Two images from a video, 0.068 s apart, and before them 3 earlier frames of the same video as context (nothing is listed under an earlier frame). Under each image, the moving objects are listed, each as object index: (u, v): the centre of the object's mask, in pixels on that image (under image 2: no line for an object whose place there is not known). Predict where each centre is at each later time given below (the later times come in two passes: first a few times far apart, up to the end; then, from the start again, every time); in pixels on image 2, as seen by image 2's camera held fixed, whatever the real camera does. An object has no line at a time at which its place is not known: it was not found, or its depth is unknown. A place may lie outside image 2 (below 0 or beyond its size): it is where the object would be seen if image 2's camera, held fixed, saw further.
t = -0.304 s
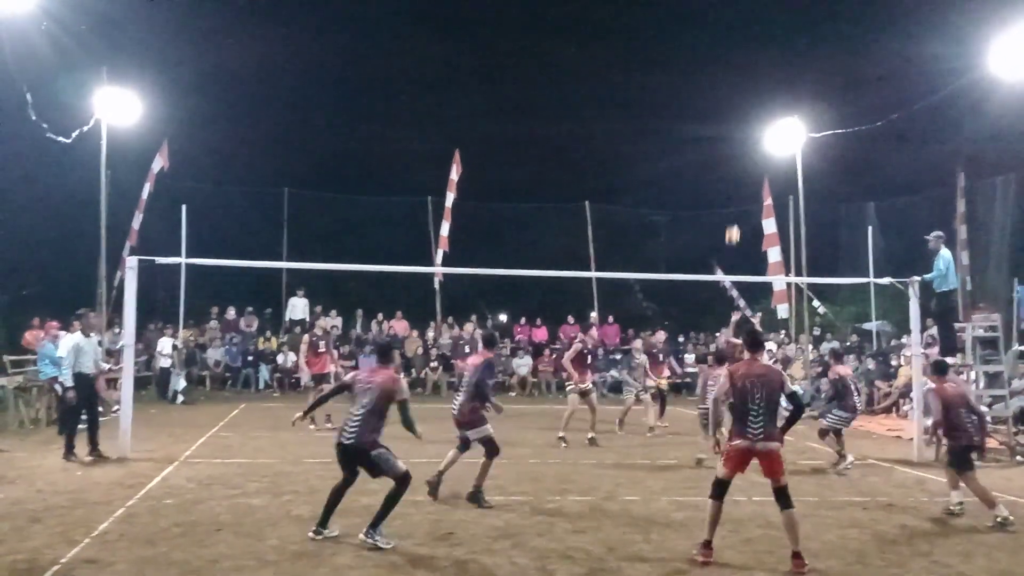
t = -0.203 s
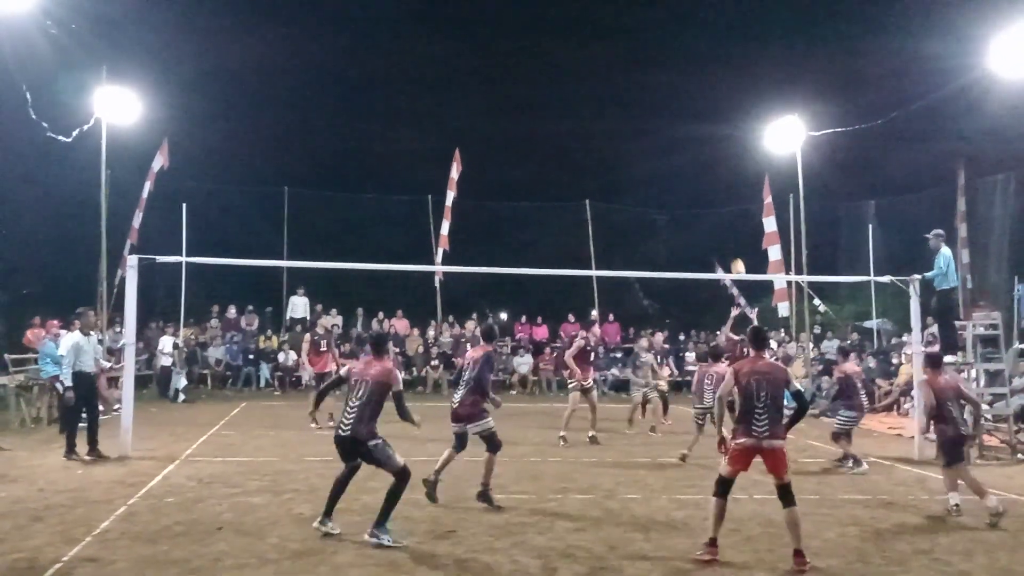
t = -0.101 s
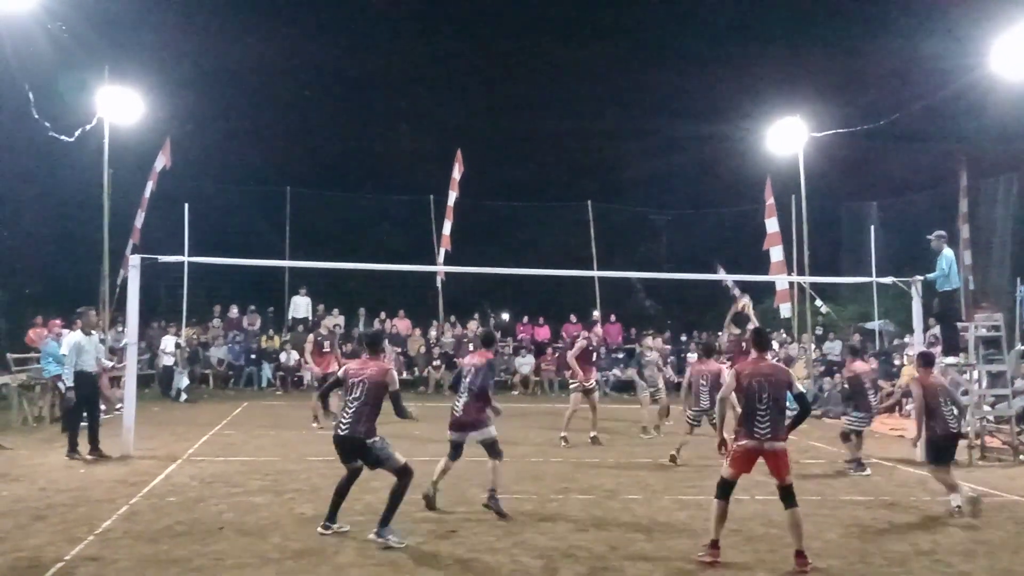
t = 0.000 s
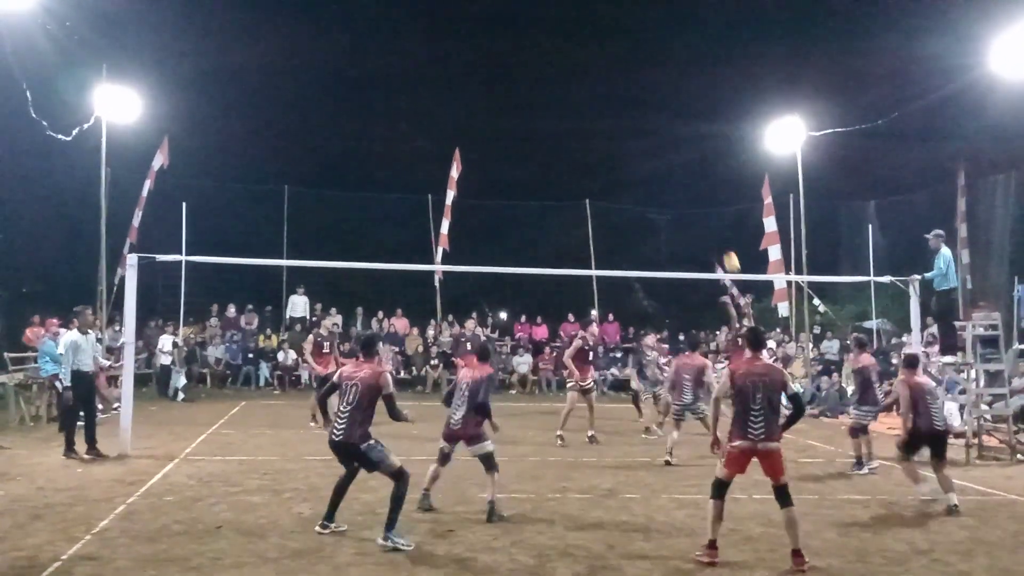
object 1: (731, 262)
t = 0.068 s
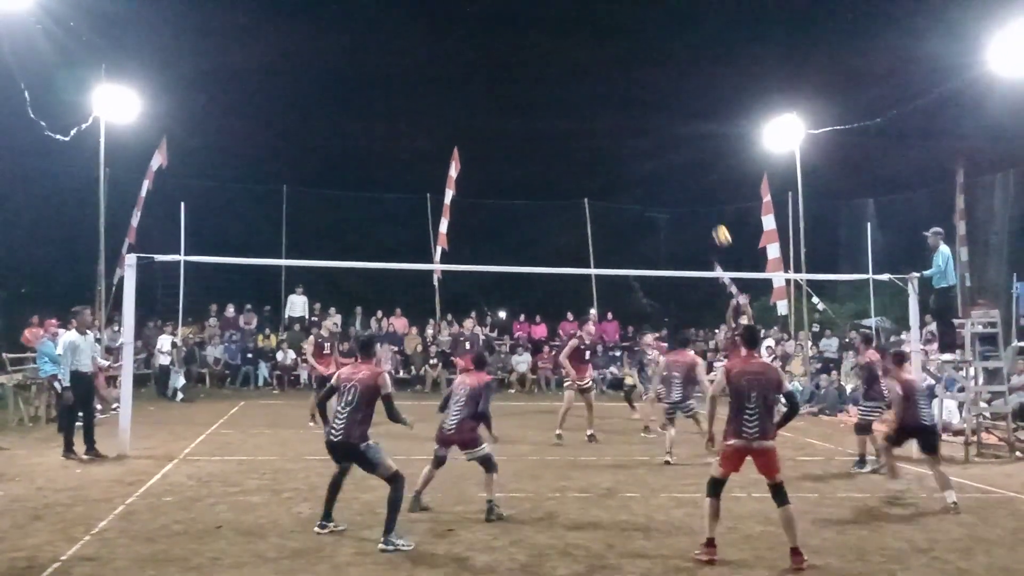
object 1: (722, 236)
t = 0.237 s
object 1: (697, 182)
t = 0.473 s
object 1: (656, 130)
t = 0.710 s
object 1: (606, 120)
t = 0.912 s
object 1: (554, 152)
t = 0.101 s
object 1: (717, 224)
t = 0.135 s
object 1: (712, 213)
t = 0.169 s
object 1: (708, 202)
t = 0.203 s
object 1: (702, 192)
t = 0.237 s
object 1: (697, 182)
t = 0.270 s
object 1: (692, 173)
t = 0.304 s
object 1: (687, 164)
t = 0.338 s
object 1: (680, 155)
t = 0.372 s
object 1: (675, 148)
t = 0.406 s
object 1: (669, 141)
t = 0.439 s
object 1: (663, 135)
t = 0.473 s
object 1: (656, 130)
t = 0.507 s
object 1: (650, 126)
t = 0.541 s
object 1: (644, 122)
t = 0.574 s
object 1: (638, 120)
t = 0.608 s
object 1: (630, 119)
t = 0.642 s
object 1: (622, 118)
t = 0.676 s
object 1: (614, 118)
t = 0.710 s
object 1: (606, 120)
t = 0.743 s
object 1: (598, 122)
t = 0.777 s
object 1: (590, 125)
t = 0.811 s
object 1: (581, 129)
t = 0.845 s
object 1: (572, 135)
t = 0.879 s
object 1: (563, 143)
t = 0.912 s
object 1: (554, 152)
